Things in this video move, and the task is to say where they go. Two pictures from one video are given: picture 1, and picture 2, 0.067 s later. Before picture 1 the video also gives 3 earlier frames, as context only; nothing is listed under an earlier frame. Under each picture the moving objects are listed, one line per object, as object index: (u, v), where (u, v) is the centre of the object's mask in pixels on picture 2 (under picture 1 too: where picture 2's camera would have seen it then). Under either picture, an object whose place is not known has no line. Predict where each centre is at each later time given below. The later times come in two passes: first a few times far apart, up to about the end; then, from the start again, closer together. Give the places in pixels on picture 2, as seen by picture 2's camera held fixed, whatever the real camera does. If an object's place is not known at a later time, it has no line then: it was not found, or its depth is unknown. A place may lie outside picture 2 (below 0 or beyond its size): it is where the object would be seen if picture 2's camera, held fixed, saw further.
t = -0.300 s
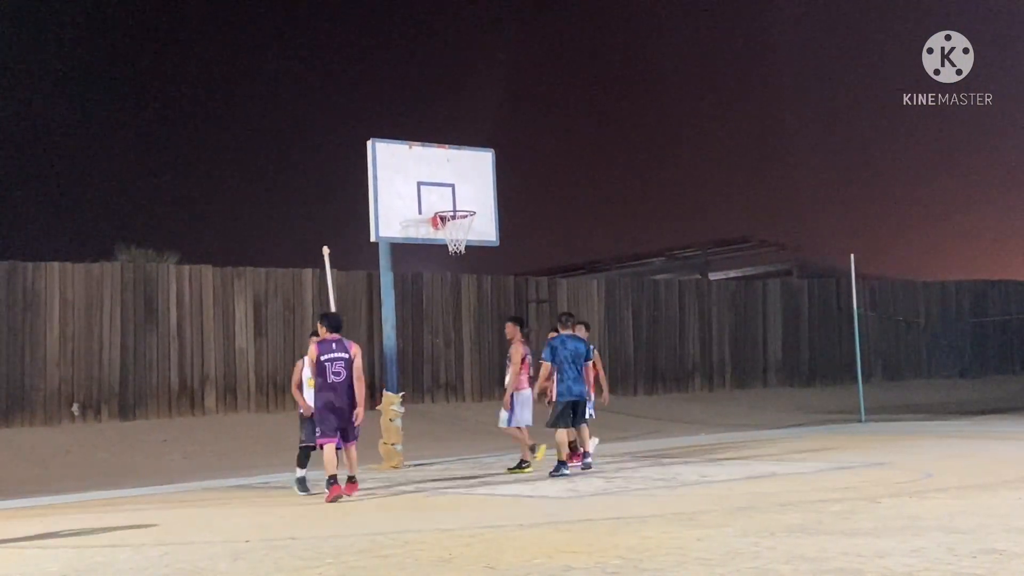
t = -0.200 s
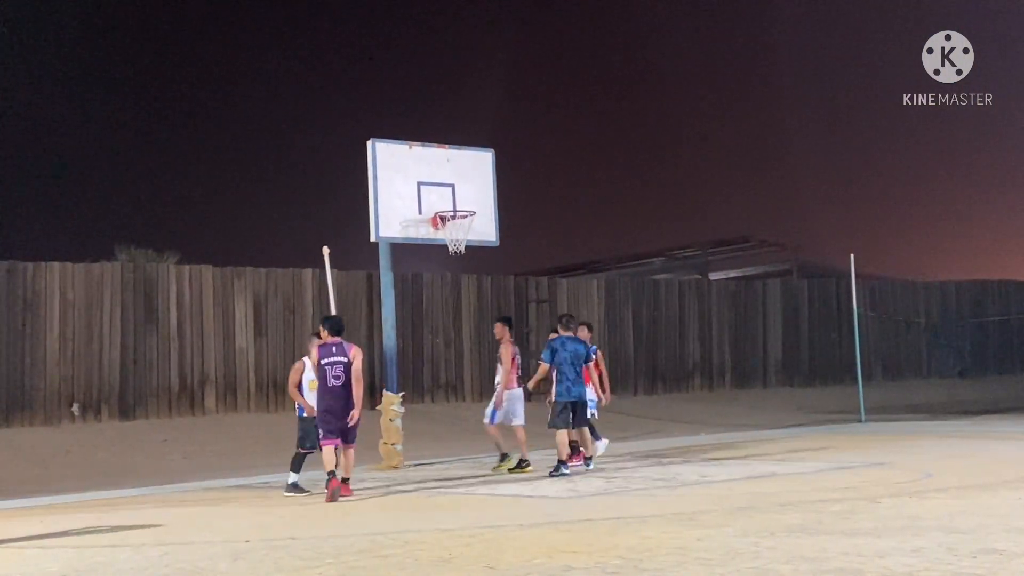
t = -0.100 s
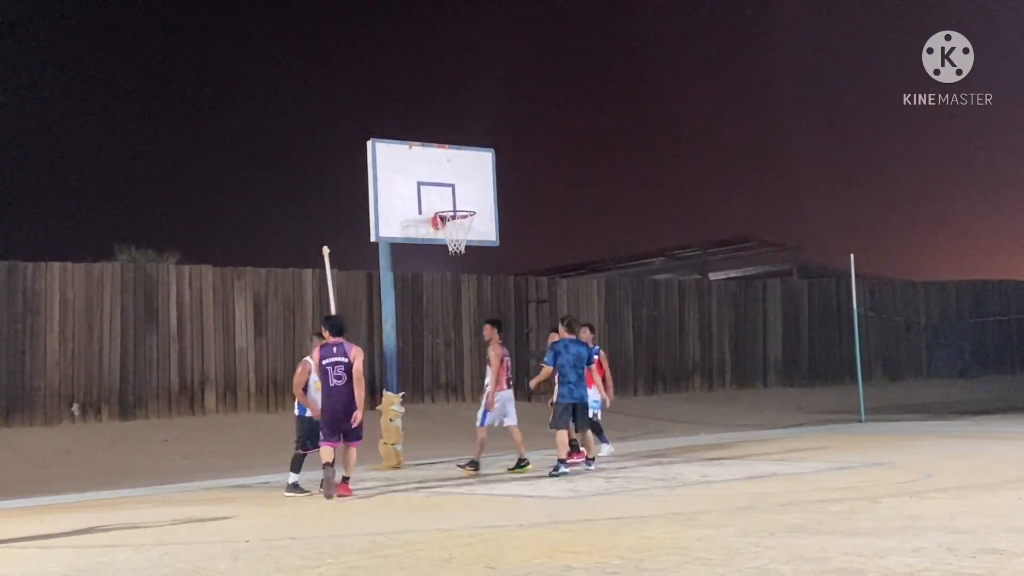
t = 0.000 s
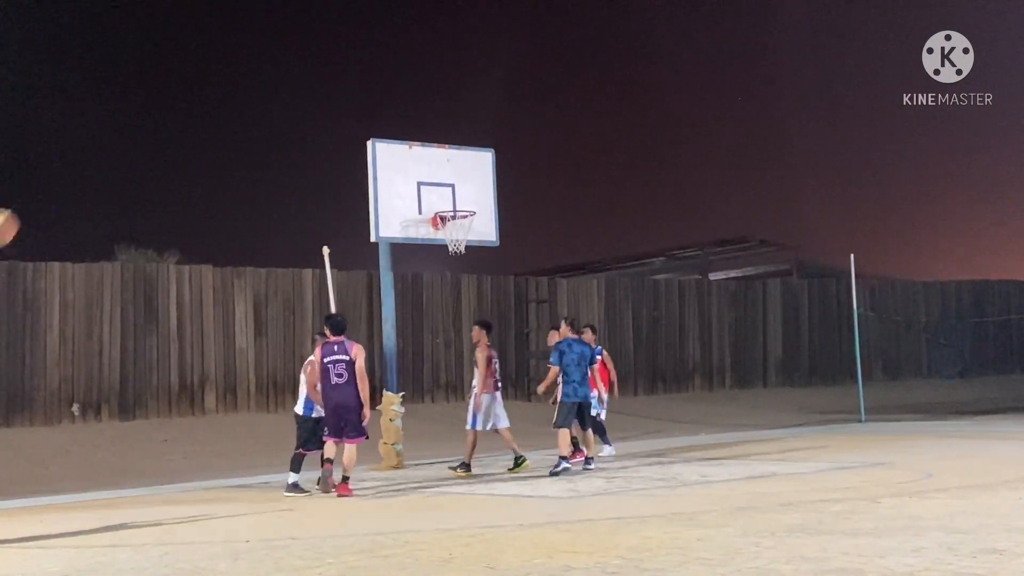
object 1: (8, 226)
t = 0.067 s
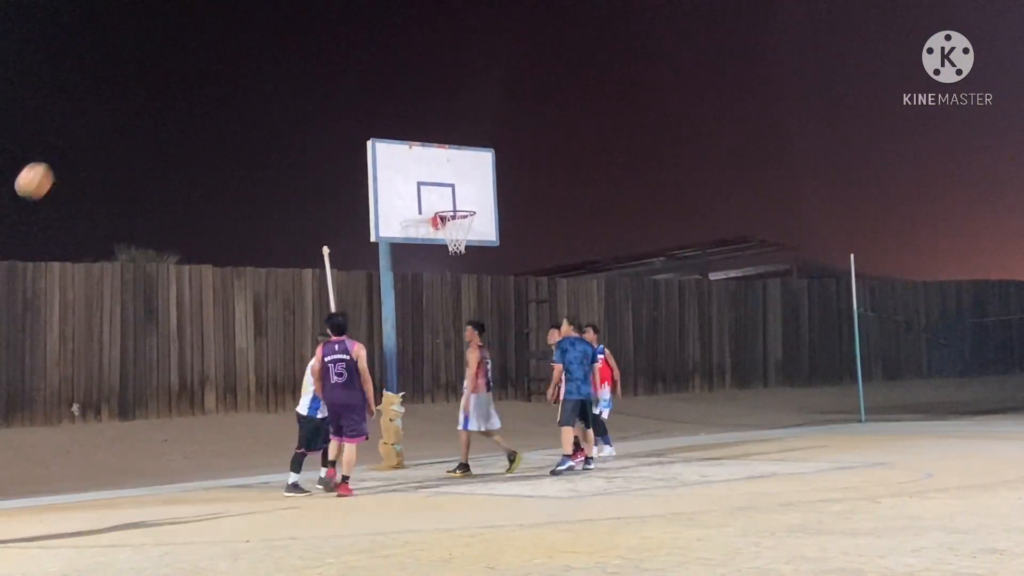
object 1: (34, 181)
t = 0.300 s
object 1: (143, 76)
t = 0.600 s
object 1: (255, 44)
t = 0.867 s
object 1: (338, 87)
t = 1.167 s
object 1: (417, 195)
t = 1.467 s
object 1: (424, 238)
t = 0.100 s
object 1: (51, 161)
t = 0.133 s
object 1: (68, 142)
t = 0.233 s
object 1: (115, 98)
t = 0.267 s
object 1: (129, 86)
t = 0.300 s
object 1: (143, 76)
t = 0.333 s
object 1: (157, 67)
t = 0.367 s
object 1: (170, 60)
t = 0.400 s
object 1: (183, 54)
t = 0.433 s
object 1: (196, 49)
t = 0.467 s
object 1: (209, 46)
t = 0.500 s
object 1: (221, 44)
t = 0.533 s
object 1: (232, 43)
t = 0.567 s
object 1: (244, 43)
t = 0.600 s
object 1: (255, 44)
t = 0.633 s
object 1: (266, 46)
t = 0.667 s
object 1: (277, 49)
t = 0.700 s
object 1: (288, 53)
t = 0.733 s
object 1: (298, 58)
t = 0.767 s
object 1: (309, 64)
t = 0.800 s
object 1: (318, 70)
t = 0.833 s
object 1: (328, 78)
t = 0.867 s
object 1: (338, 87)
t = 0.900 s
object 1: (347, 95)
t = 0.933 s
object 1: (356, 105)
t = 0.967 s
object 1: (365, 116)
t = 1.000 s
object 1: (374, 127)
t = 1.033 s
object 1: (382, 138)
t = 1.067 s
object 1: (392, 153)
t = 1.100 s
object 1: (401, 166)
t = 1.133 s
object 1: (409, 180)
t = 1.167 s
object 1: (417, 195)
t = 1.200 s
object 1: (426, 211)
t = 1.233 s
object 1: (420, 217)
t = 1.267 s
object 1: (419, 217)
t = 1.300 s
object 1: (420, 218)
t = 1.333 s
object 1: (421, 220)
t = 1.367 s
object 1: (421, 223)
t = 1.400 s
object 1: (422, 226)
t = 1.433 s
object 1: (423, 231)
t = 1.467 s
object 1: (424, 238)
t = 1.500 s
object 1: (425, 245)
